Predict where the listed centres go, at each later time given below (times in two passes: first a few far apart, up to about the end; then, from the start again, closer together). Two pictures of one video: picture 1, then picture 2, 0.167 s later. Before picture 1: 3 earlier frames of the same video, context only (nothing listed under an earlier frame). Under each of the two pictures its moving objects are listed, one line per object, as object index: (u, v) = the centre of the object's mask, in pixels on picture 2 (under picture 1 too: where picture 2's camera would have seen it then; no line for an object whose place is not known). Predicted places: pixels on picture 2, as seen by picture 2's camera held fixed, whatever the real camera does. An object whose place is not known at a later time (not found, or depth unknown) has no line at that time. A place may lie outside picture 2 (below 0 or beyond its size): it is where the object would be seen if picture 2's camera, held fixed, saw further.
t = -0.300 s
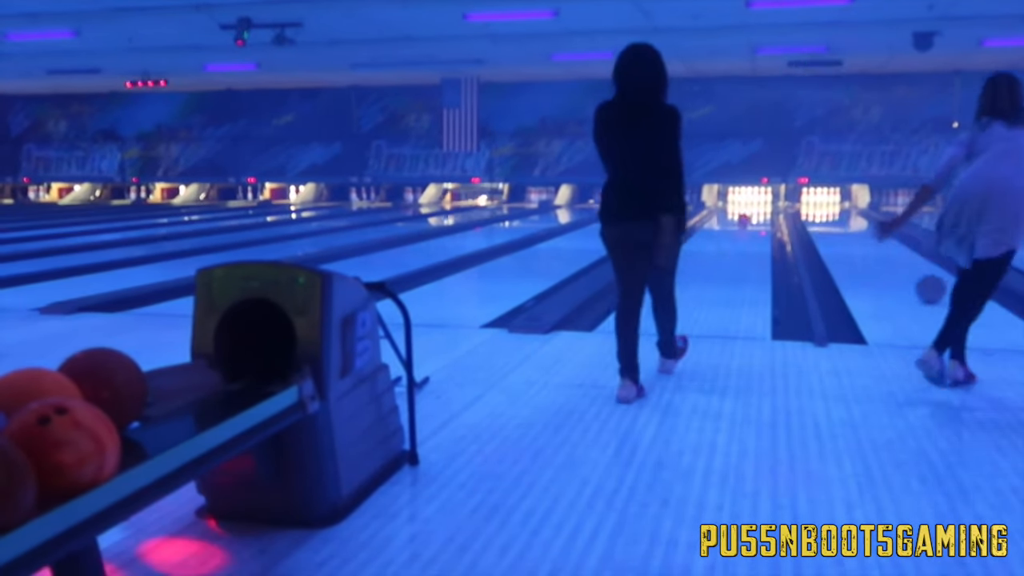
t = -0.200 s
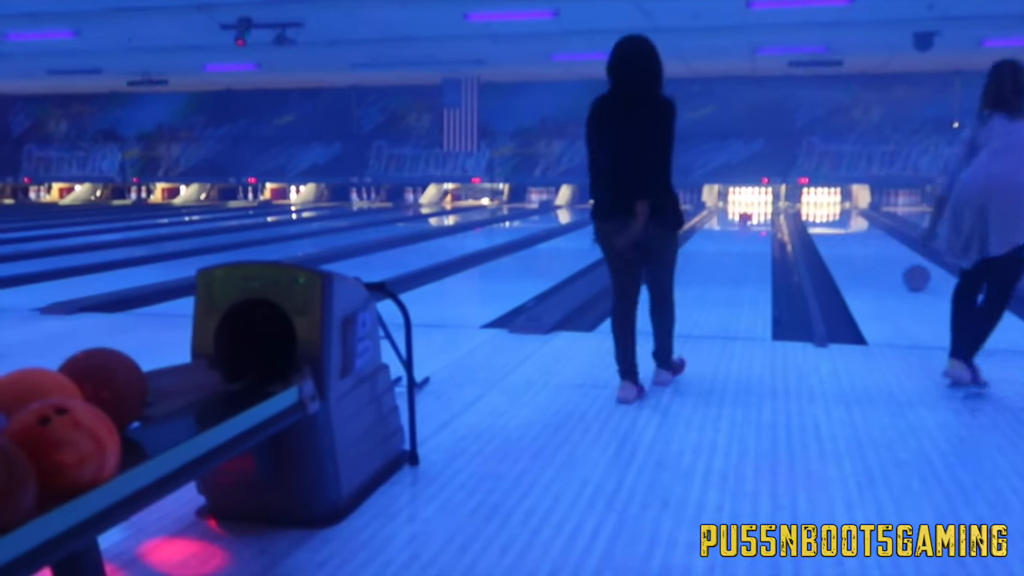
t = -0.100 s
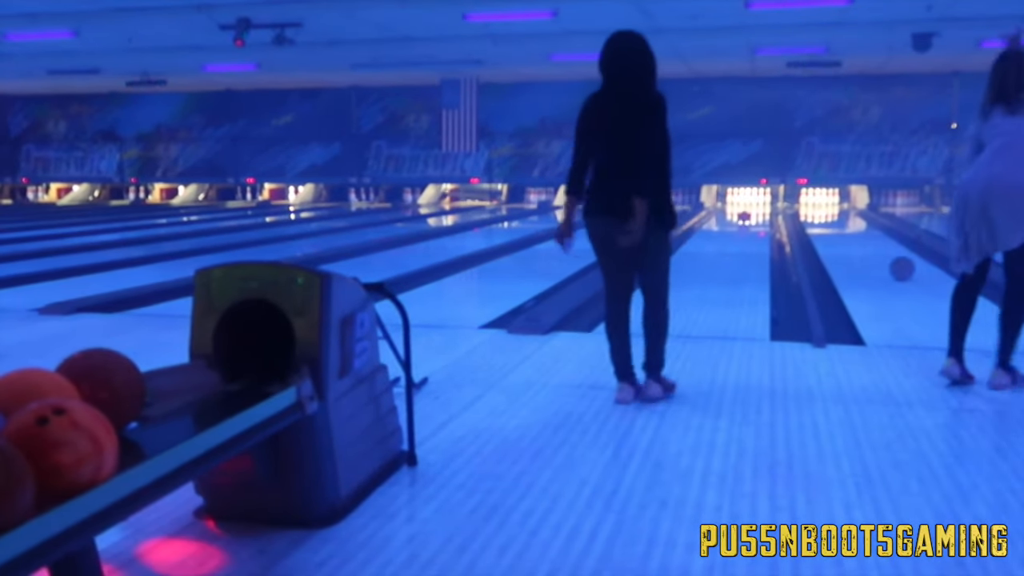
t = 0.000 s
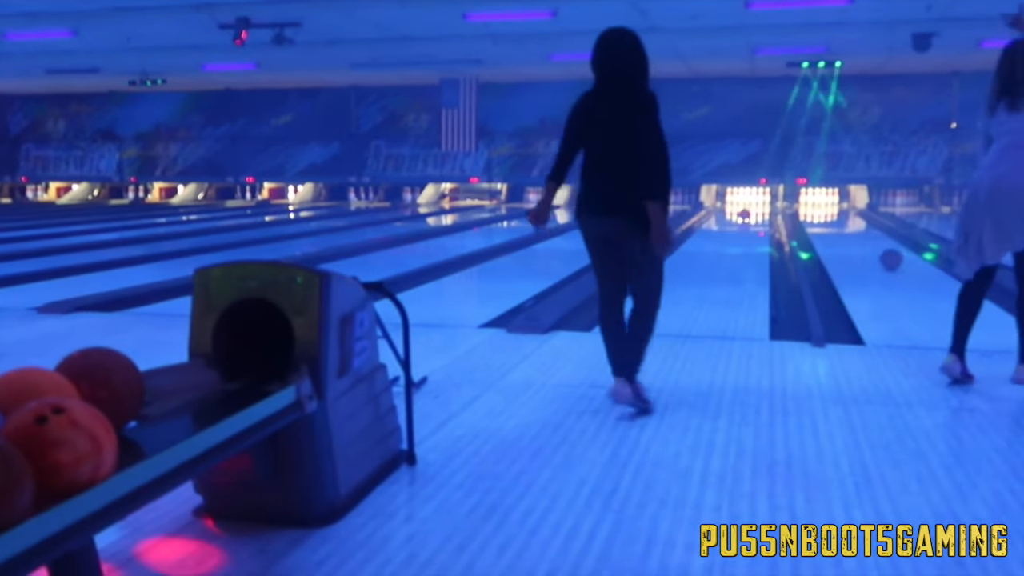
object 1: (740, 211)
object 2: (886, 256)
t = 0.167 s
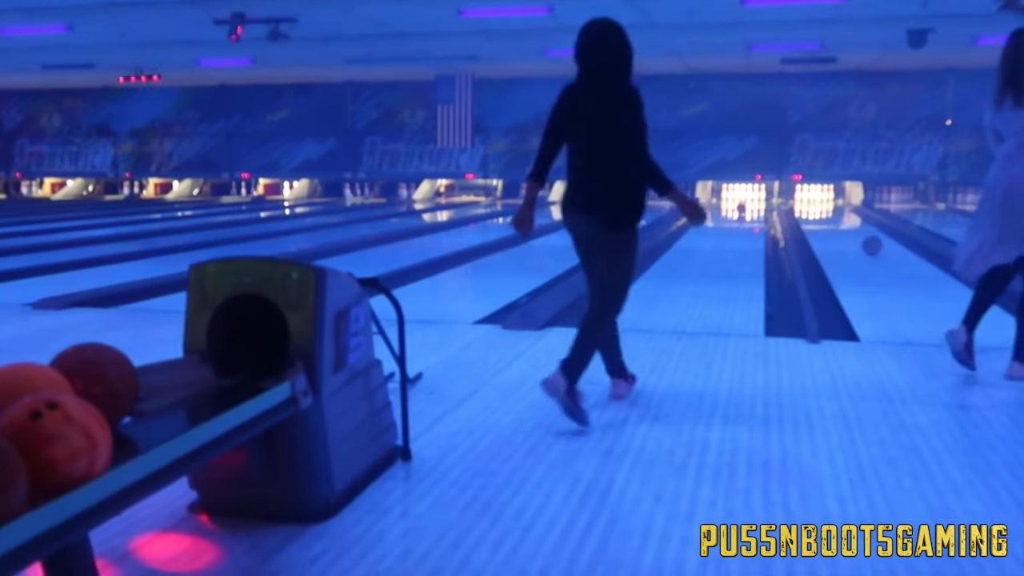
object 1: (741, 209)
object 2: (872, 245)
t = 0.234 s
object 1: (742, 208)
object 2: (867, 242)
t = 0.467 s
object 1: (743, 205)
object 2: (853, 231)
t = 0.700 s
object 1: (743, 202)
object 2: (842, 222)
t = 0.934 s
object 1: (744, 200)
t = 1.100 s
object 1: (744, 200)
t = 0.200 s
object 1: (741, 208)
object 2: (870, 244)
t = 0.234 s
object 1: (742, 208)
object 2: (867, 242)
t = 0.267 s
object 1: (742, 207)
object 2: (865, 240)
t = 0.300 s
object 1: (742, 208)
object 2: (863, 238)
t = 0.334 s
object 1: (742, 208)
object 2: (861, 237)
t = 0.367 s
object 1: (742, 207)
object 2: (858, 235)
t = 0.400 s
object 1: (743, 206)
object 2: (856, 233)
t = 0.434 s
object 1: (743, 204)
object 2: (854, 232)
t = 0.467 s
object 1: (743, 205)
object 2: (853, 231)
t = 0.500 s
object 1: (743, 205)
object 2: (852, 229)
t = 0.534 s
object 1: (743, 203)
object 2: (850, 228)
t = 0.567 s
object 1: (743, 203)
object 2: (849, 227)
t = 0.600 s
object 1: (743, 203)
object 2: (847, 226)
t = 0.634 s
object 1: (743, 202)
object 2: (846, 224)
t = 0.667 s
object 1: (743, 202)
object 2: (845, 223)
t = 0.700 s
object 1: (743, 202)
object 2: (842, 222)
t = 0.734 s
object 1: (744, 201)
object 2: (841, 221)
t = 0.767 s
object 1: (744, 201)
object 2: (840, 219)
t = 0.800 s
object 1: (744, 201)
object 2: (838, 218)
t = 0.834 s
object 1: (744, 200)
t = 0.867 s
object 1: (744, 200)
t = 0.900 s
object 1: (744, 201)
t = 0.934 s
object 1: (744, 200)
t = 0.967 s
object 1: (744, 200)
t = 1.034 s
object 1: (744, 199)
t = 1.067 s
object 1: (744, 199)
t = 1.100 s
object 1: (744, 200)
